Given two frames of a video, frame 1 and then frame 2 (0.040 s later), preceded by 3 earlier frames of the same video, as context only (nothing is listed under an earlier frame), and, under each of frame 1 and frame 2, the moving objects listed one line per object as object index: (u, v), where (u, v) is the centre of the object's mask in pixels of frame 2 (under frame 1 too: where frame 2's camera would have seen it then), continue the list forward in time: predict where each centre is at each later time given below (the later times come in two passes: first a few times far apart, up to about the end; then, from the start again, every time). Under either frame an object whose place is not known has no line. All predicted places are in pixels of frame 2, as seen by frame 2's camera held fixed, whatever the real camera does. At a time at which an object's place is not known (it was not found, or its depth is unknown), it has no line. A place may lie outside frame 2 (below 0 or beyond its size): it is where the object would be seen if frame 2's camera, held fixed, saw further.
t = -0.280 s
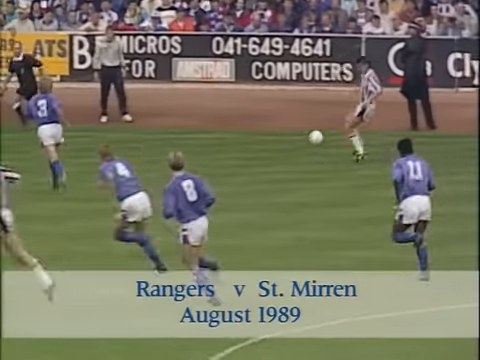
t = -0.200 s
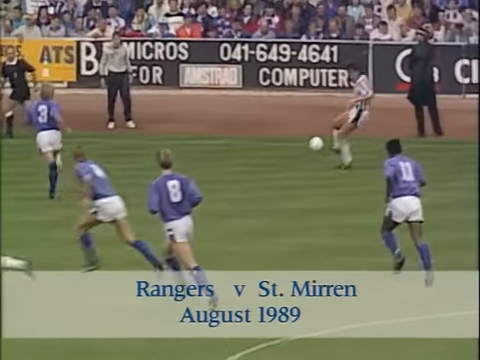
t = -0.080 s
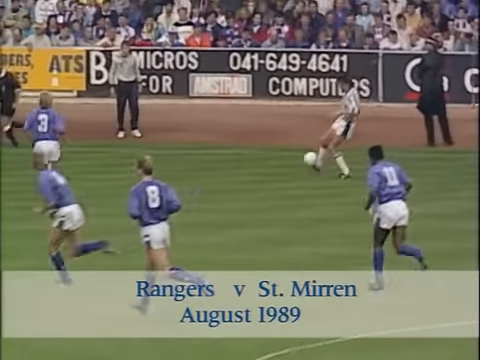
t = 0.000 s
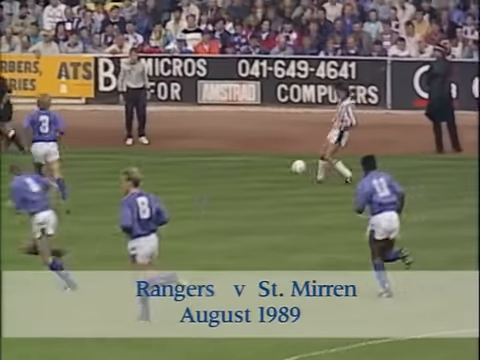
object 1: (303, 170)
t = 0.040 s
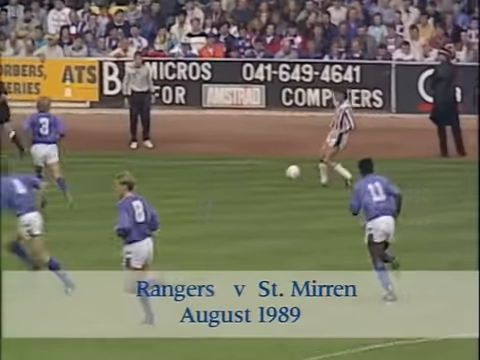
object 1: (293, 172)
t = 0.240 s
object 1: (245, 177)
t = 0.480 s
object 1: (194, 177)
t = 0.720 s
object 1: (147, 176)
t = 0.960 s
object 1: (103, 175)
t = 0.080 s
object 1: (283, 175)
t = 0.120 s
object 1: (273, 179)
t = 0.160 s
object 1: (263, 180)
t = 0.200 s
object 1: (254, 178)
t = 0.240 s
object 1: (245, 177)
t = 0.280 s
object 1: (237, 176)
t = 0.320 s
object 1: (228, 176)
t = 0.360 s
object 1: (220, 178)
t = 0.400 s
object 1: (211, 179)
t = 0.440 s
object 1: (203, 178)
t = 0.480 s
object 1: (194, 177)
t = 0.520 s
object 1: (186, 177)
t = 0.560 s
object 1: (178, 177)
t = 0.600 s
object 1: (170, 177)
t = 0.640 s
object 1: (162, 176)
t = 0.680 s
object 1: (154, 176)
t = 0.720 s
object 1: (147, 176)
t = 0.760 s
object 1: (139, 176)
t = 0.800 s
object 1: (132, 176)
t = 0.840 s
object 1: (125, 175)
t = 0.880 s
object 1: (117, 174)
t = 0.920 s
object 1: (110, 175)
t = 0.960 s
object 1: (103, 175)
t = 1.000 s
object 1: (97, 174)
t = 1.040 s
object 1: (90, 173)
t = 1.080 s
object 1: (83, 173)
